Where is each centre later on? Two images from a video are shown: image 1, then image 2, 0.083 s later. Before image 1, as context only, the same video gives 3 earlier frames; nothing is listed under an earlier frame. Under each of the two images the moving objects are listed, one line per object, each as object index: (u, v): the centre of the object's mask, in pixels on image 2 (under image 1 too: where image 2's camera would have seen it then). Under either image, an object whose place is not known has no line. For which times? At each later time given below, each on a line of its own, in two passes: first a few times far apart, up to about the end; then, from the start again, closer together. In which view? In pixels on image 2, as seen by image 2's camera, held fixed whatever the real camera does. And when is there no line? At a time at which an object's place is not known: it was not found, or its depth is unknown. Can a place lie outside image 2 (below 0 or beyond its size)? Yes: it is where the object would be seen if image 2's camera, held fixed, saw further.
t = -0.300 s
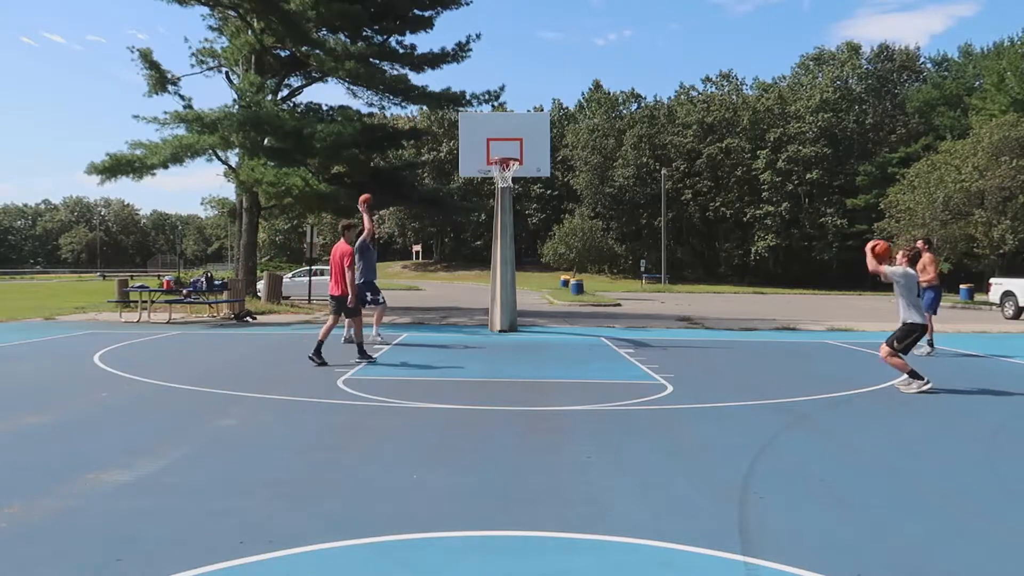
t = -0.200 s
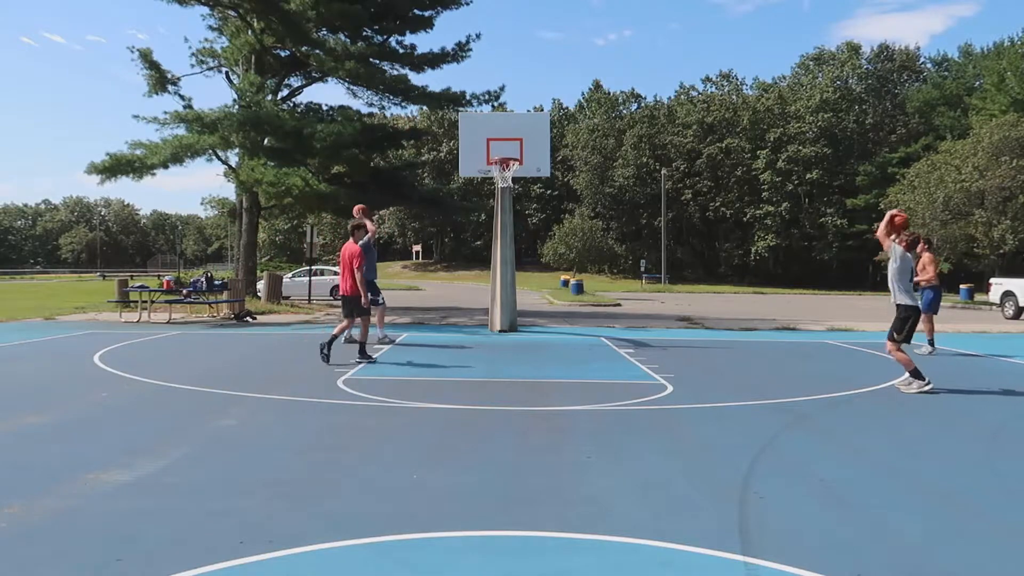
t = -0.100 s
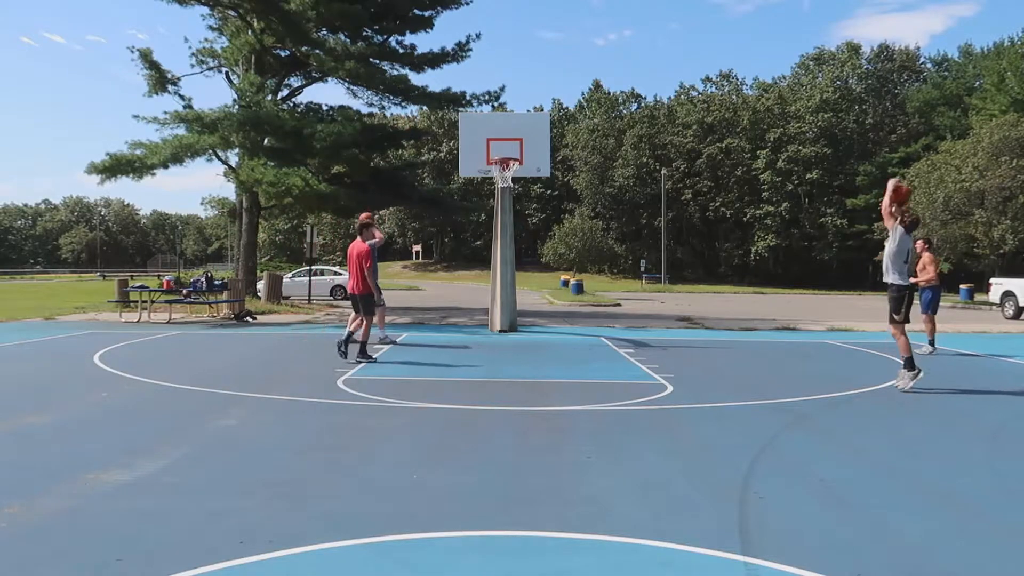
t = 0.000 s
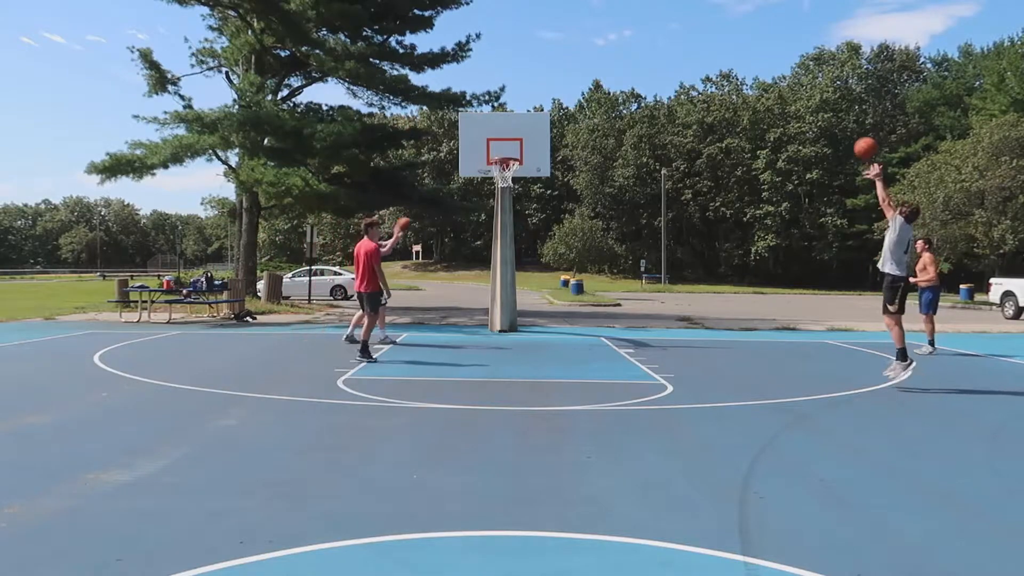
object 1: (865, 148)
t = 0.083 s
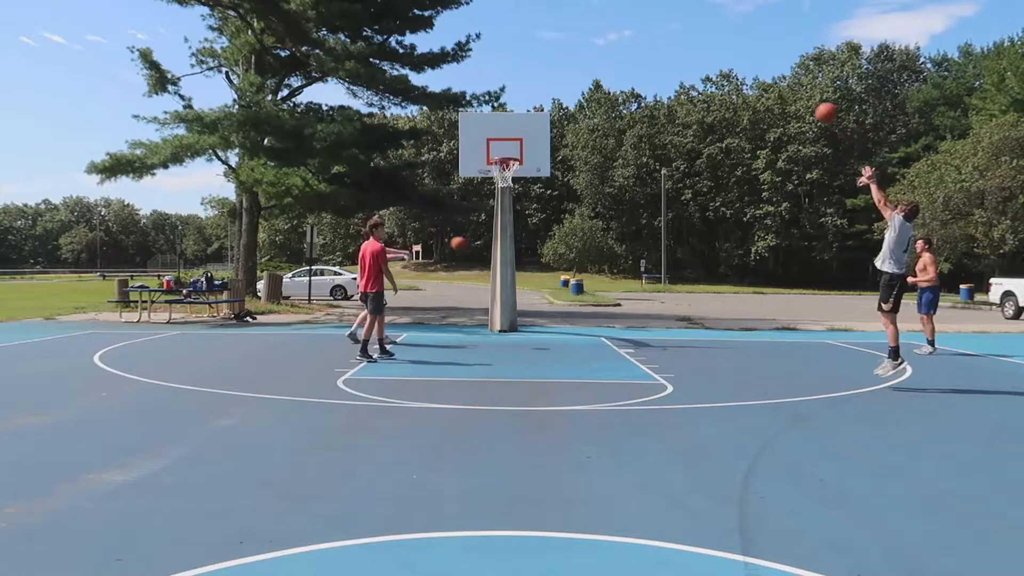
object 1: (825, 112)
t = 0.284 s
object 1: (742, 60)
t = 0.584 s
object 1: (637, 46)
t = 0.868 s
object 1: (556, 89)
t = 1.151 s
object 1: (503, 165)
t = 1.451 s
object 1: (529, 179)
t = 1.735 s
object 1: (545, 230)
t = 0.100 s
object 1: (818, 106)
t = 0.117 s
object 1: (811, 100)
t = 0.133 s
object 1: (804, 95)
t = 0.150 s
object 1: (796, 90)
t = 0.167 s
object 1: (789, 86)
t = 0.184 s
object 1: (782, 81)
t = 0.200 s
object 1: (776, 76)
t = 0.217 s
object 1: (768, 73)
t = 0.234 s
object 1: (761, 69)
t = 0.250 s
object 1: (755, 66)
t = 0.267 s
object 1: (748, 62)
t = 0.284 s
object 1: (742, 60)
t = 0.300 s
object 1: (735, 57)
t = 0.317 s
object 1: (729, 55)
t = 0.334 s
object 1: (723, 53)
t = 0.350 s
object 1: (717, 51)
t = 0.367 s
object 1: (710, 49)
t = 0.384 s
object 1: (704, 47)
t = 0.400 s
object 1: (698, 46)
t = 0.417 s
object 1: (692, 45)
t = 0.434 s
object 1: (686, 44)
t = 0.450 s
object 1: (680, 43)
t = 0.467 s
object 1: (675, 43)
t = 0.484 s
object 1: (669, 43)
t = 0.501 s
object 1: (664, 43)
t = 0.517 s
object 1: (658, 43)
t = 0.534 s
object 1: (653, 44)
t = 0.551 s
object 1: (647, 44)
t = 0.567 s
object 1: (642, 45)
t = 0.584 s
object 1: (637, 46)
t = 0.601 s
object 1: (631, 47)
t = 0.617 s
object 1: (626, 49)
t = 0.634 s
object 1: (622, 50)
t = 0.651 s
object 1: (616, 52)
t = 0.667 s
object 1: (612, 54)
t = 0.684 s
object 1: (607, 56)
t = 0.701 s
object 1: (602, 58)
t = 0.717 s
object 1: (597, 60)
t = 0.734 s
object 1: (592, 63)
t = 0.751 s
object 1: (587, 66)
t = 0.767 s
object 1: (583, 69)
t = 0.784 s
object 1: (578, 72)
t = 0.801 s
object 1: (574, 75)
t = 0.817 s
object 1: (569, 78)
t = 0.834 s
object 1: (565, 81)
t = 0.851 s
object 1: (560, 85)
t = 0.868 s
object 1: (556, 89)
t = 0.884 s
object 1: (552, 92)
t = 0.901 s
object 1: (547, 96)
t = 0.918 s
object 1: (543, 100)
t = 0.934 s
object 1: (539, 105)
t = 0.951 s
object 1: (535, 109)
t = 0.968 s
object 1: (531, 113)
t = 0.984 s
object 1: (527, 118)
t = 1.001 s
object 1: (523, 123)
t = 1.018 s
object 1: (519, 127)
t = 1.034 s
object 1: (515, 132)
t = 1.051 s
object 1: (511, 138)
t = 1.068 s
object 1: (507, 143)
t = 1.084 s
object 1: (504, 148)
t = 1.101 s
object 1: (501, 152)
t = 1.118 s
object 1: (498, 158)
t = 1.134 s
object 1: (502, 161)
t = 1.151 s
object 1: (503, 165)
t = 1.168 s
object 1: (505, 166)
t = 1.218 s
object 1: (515, 177)
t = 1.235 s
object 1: (516, 177)
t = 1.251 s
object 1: (517, 176)
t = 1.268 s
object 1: (518, 175)
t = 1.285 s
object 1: (520, 175)
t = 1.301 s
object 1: (521, 175)
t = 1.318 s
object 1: (522, 174)
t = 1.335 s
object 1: (523, 174)
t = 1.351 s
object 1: (524, 174)
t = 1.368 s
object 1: (525, 174)
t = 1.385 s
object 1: (526, 175)
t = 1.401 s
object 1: (527, 176)
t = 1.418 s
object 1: (528, 176)
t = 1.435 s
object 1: (528, 177)
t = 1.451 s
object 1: (529, 179)
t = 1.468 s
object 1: (530, 181)
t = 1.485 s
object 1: (531, 182)
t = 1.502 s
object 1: (532, 185)
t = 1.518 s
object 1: (533, 188)
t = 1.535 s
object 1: (533, 189)
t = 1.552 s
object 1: (535, 192)
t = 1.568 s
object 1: (536, 194)
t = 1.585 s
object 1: (536, 196)
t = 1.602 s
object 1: (537, 199)
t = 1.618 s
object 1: (539, 202)
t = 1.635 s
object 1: (539, 206)
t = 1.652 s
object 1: (540, 209)
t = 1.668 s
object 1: (540, 213)
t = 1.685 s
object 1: (542, 216)
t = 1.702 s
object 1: (544, 221)
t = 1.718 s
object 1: (544, 225)
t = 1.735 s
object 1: (545, 230)
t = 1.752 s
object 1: (546, 234)
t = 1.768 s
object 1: (547, 239)
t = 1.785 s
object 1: (548, 244)
